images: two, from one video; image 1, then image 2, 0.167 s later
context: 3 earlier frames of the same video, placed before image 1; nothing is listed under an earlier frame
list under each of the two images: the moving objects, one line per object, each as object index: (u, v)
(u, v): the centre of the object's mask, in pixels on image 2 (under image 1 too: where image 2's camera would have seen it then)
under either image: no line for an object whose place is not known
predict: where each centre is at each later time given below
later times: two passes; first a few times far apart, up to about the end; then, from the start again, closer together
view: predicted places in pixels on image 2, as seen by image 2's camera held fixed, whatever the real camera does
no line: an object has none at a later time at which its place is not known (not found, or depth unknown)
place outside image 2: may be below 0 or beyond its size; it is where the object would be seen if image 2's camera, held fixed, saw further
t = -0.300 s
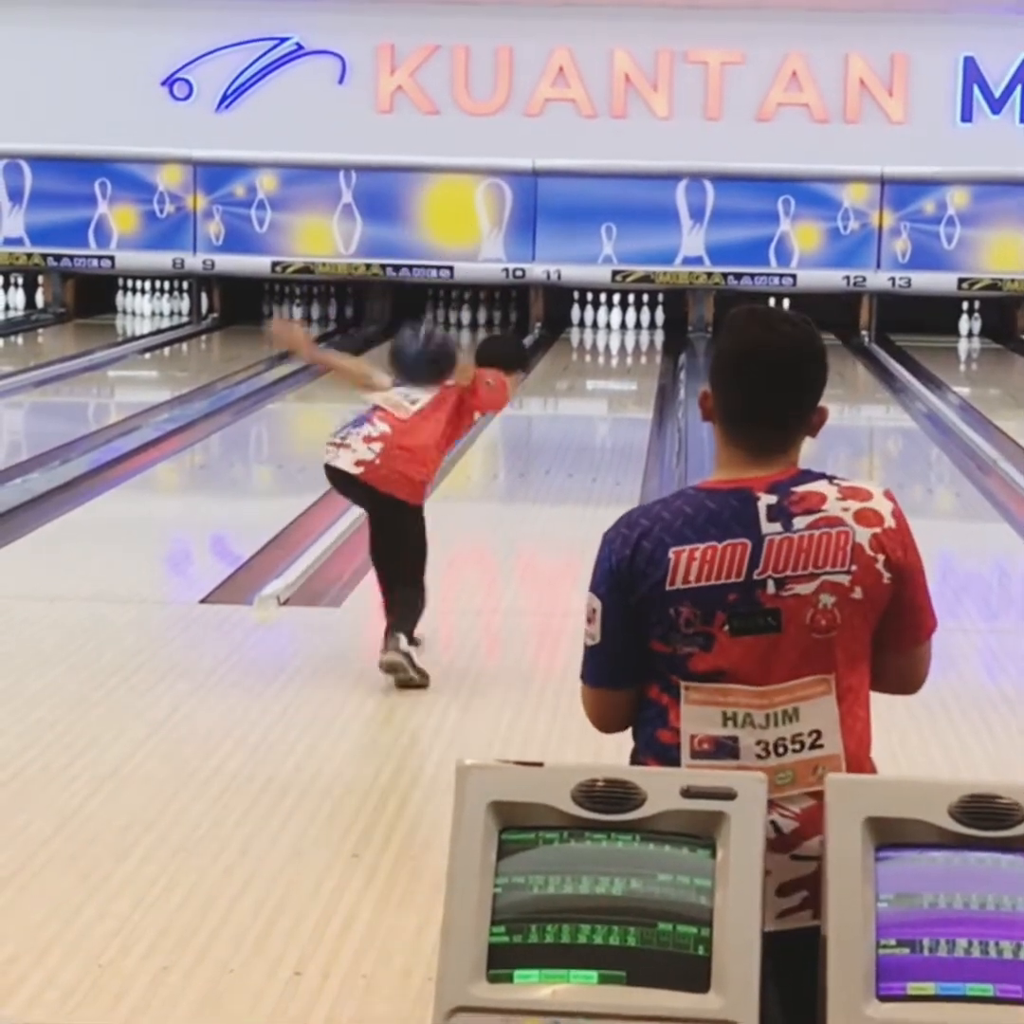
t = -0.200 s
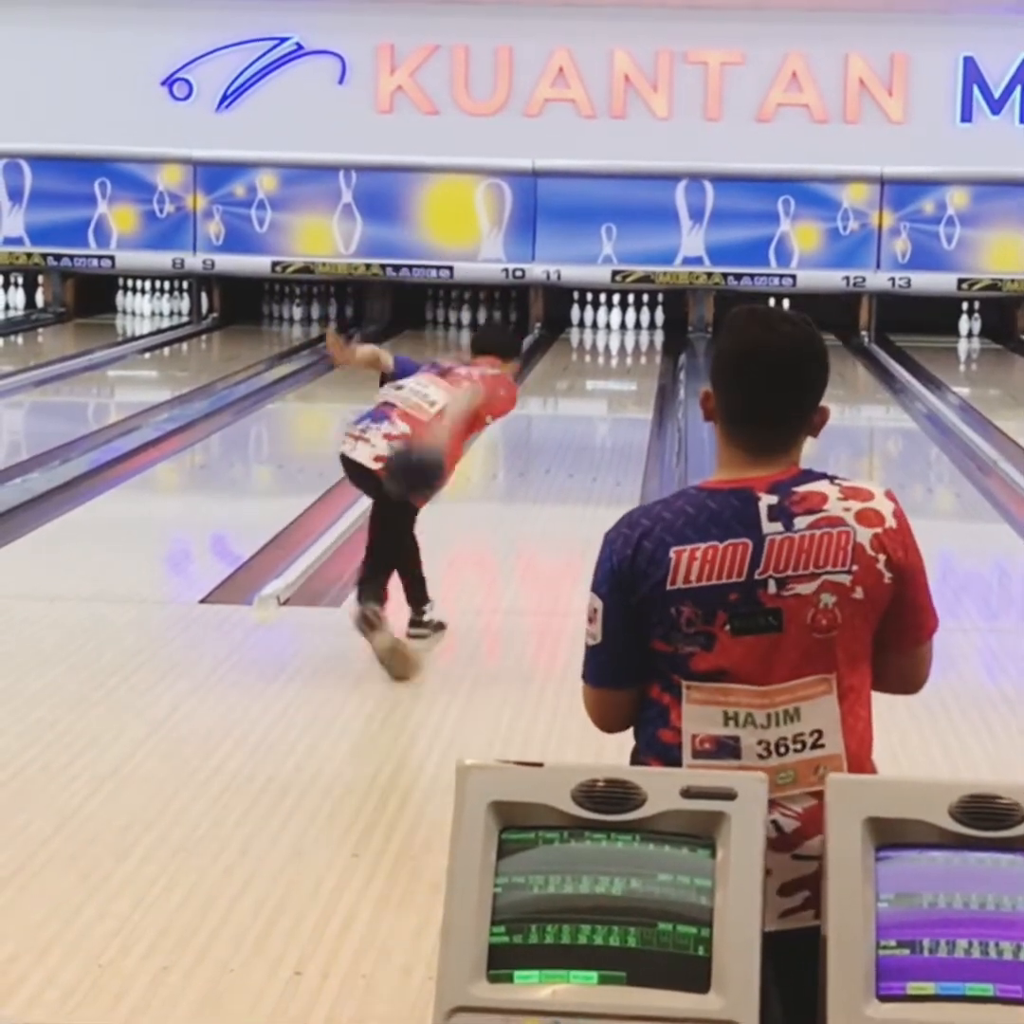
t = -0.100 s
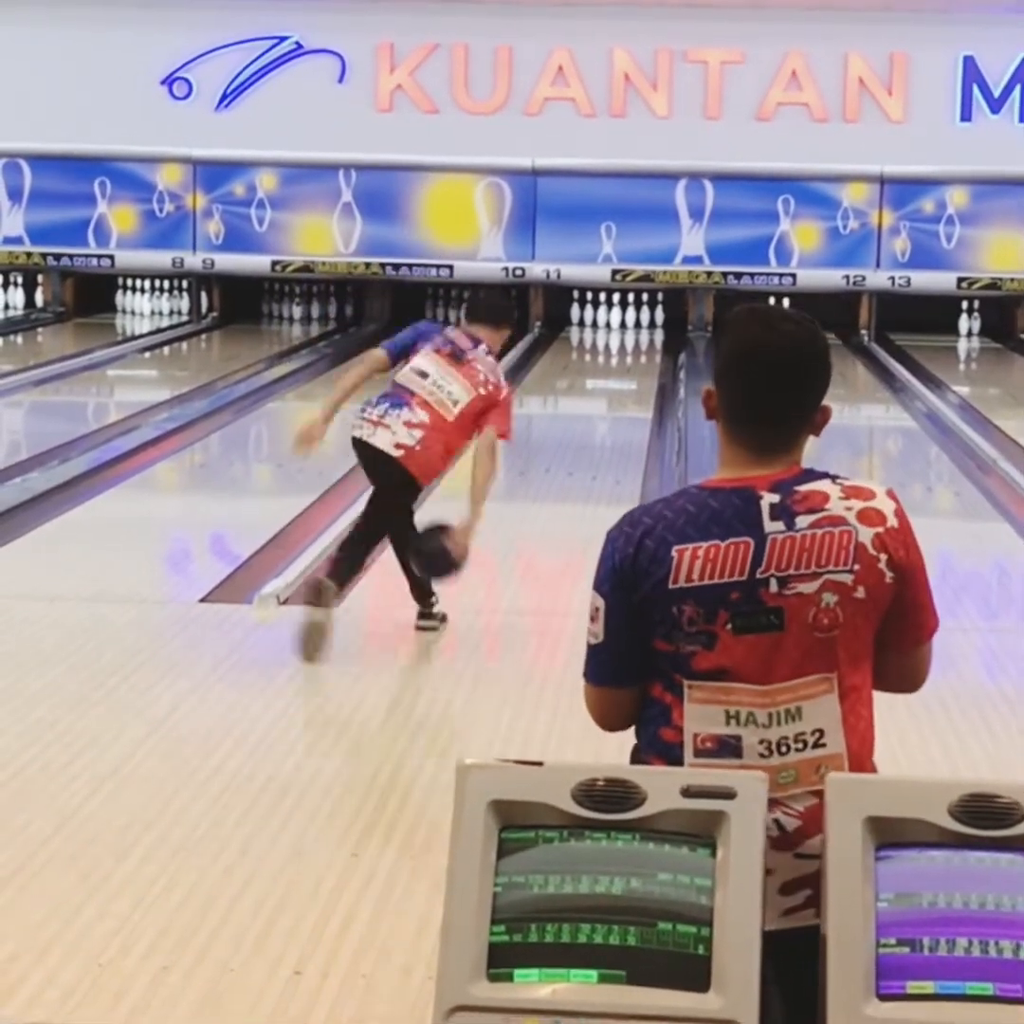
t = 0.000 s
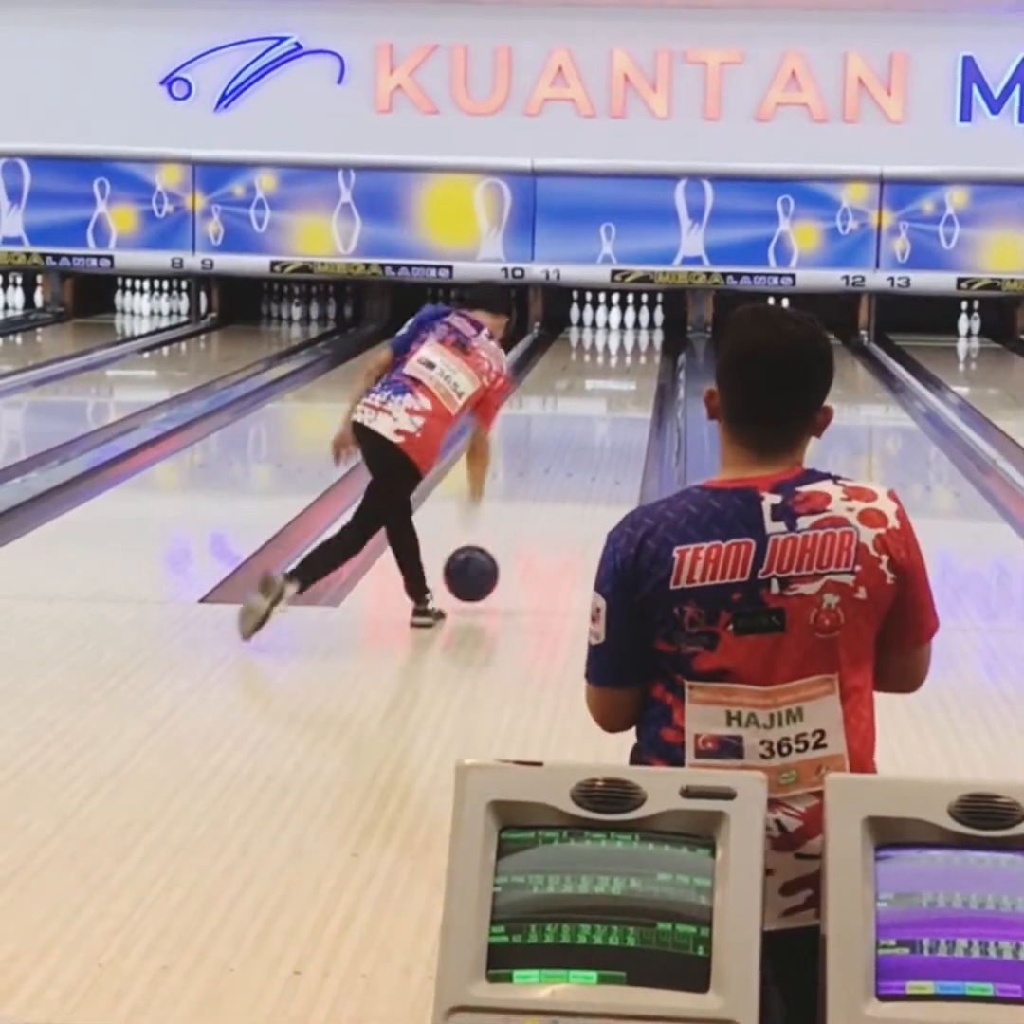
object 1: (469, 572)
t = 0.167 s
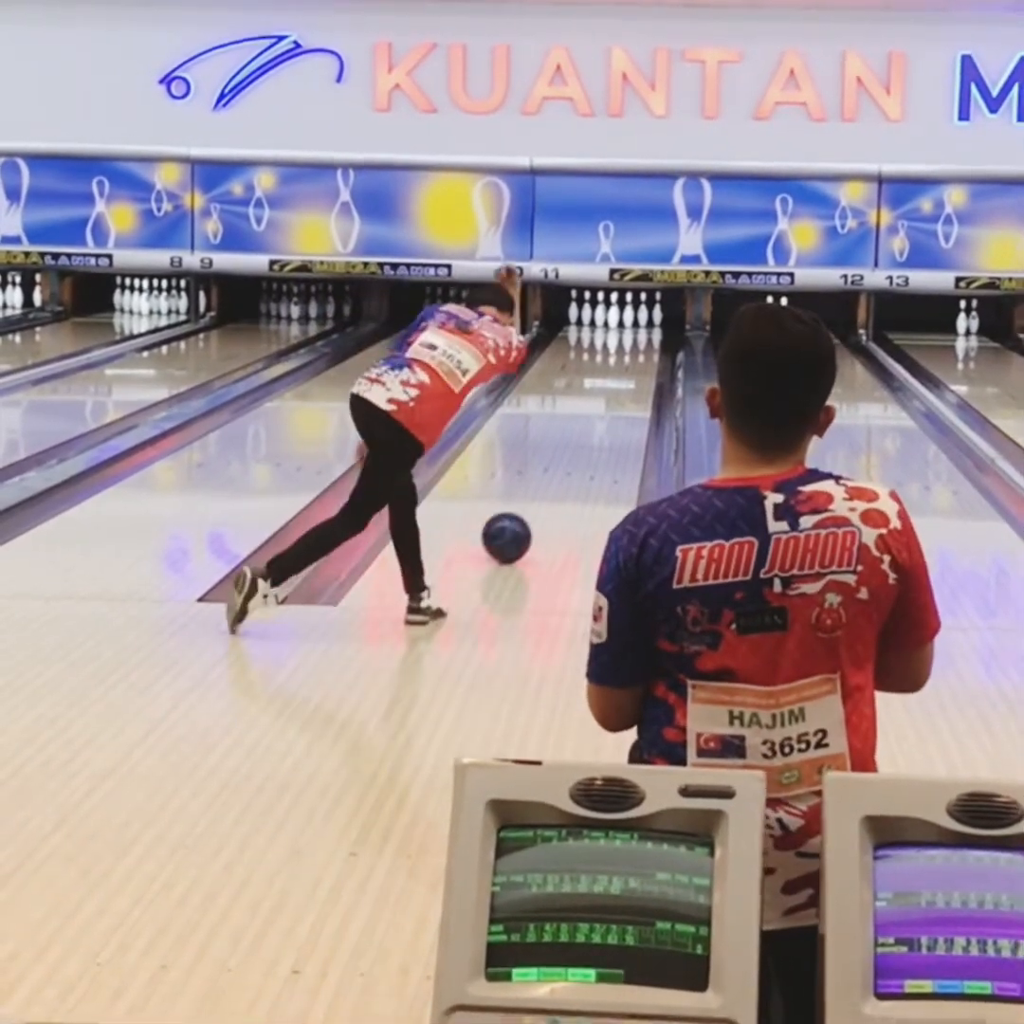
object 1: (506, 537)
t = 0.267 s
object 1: (524, 514)
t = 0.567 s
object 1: (566, 461)
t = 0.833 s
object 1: (591, 426)
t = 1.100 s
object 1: (610, 399)
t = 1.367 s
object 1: (624, 378)
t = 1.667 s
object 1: (634, 359)
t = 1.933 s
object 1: (640, 345)
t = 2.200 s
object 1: (635, 334)
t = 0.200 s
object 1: (512, 530)
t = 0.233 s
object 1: (519, 522)
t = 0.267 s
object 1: (524, 514)
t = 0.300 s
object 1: (530, 507)
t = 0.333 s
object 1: (535, 500)
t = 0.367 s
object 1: (540, 494)
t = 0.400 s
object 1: (545, 488)
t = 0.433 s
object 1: (549, 482)
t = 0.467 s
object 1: (554, 476)
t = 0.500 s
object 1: (558, 471)
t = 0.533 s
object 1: (562, 466)
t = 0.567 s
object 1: (566, 461)
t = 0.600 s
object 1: (569, 456)
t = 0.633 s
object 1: (573, 451)
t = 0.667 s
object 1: (576, 447)
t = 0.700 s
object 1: (579, 443)
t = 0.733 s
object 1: (582, 439)
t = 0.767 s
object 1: (586, 434)
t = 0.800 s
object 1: (588, 430)
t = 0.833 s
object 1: (591, 426)
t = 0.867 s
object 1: (594, 422)
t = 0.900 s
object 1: (596, 419)
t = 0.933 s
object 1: (599, 415)
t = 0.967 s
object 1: (601, 412)
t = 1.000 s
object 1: (603, 408)
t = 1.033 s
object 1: (605, 405)
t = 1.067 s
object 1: (608, 402)
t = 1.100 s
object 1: (610, 399)
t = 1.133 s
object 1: (612, 396)
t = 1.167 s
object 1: (613, 393)
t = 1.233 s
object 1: (617, 388)
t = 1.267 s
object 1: (619, 385)
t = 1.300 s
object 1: (620, 383)
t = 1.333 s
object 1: (622, 380)
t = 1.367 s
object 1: (624, 378)
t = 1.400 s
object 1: (625, 375)
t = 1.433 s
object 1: (626, 373)
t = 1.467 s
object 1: (628, 371)
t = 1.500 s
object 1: (629, 369)
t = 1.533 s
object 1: (630, 367)
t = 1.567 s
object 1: (631, 365)
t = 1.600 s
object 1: (632, 363)
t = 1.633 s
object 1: (633, 361)
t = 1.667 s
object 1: (634, 359)
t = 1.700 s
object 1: (635, 357)
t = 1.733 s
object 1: (636, 356)
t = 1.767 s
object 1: (637, 353)
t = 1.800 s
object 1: (638, 351)
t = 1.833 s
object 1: (639, 349)
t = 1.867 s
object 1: (639, 347)
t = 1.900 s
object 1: (639, 346)
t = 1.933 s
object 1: (640, 345)
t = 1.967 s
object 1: (639, 342)
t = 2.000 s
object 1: (639, 341)
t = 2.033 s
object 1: (639, 340)
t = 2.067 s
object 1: (639, 339)
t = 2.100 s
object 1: (638, 338)
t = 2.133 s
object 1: (637, 336)
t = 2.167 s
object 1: (636, 334)
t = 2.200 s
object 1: (635, 334)
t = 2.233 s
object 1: (634, 331)
